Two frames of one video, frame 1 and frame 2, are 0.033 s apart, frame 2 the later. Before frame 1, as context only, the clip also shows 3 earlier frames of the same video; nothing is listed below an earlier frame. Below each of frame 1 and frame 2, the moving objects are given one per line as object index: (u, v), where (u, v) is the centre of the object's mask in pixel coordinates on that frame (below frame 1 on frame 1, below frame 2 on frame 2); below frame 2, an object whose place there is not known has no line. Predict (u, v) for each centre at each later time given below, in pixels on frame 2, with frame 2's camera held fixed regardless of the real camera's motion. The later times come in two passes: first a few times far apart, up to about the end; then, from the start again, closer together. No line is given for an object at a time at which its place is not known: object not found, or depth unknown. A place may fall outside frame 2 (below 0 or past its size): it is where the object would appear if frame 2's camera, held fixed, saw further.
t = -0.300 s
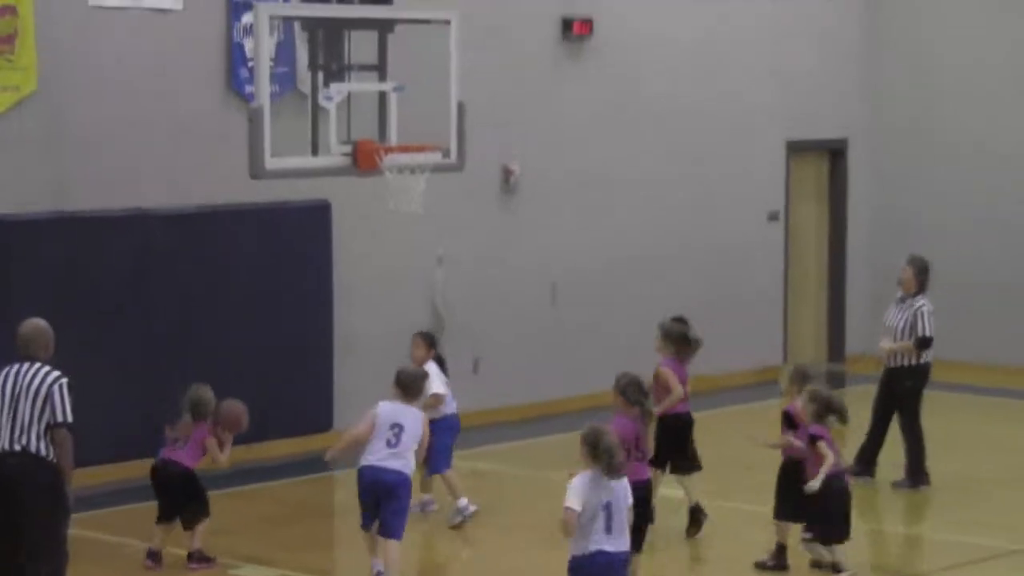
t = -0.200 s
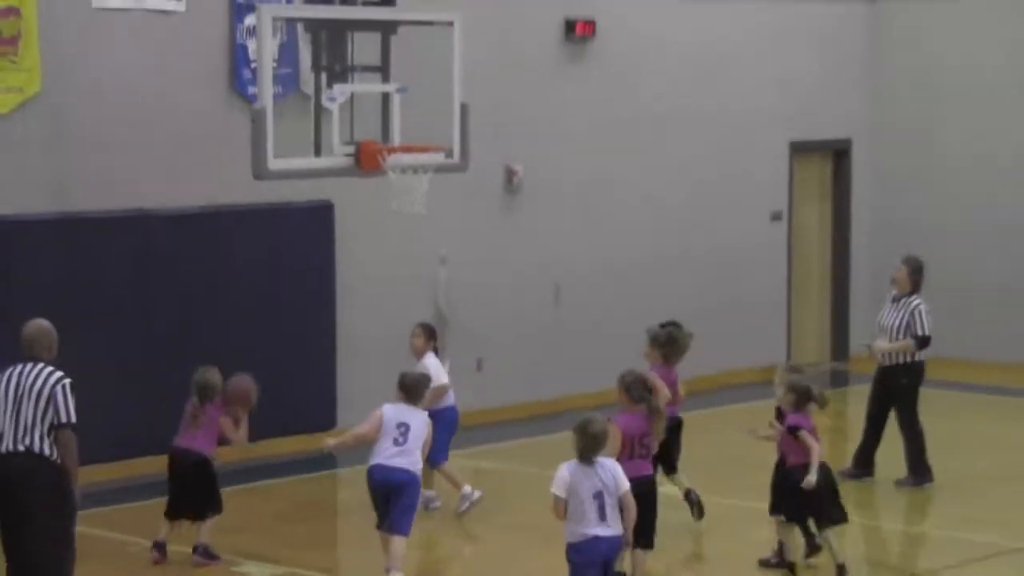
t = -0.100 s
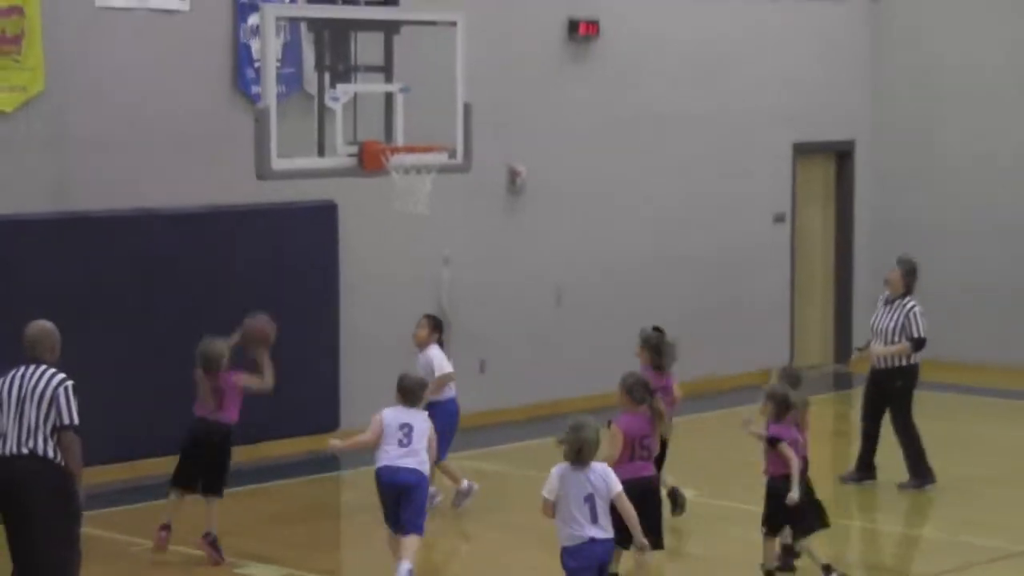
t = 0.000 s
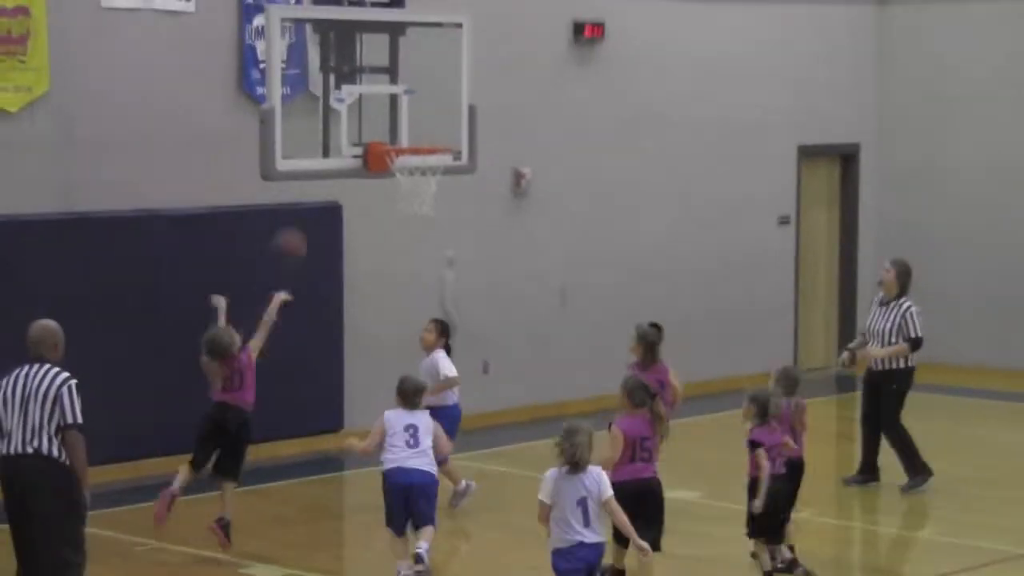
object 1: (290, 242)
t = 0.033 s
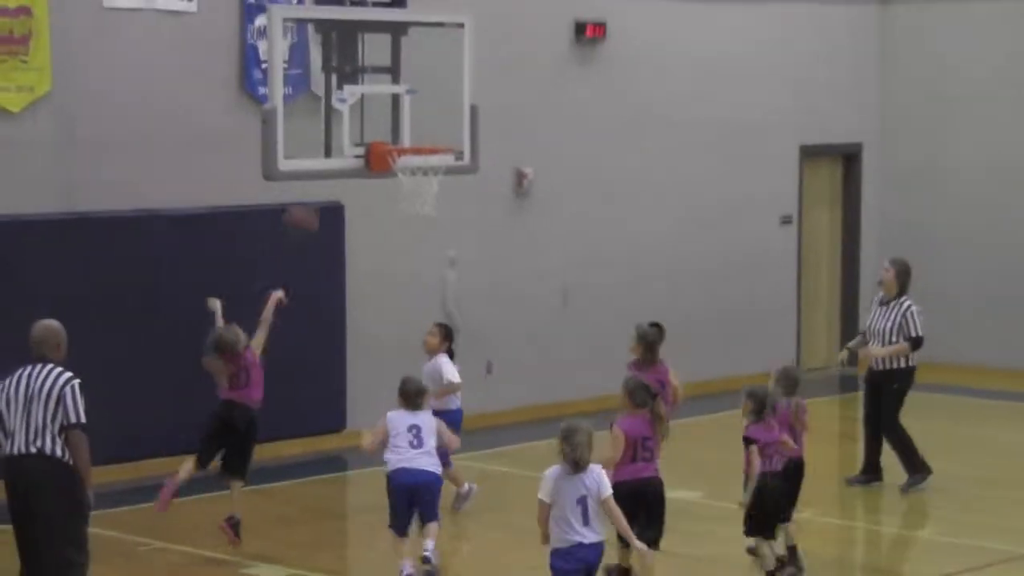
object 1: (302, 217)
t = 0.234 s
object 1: (356, 108)
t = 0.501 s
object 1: (424, 57)
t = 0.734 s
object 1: (478, 101)
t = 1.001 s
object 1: (533, 238)
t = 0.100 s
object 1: (319, 177)
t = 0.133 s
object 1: (328, 157)
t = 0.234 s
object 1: (356, 108)
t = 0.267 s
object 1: (365, 95)
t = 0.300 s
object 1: (373, 83)
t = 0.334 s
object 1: (382, 75)
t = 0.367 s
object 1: (390, 68)
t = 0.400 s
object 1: (399, 64)
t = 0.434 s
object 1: (409, 60)
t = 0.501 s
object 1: (424, 57)
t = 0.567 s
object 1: (439, 62)
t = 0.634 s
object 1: (456, 73)
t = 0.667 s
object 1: (462, 81)
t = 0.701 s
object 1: (470, 91)
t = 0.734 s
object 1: (478, 101)
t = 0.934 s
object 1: (519, 195)
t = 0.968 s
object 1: (526, 217)
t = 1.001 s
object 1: (533, 238)
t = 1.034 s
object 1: (540, 261)
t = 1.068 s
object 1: (545, 285)
